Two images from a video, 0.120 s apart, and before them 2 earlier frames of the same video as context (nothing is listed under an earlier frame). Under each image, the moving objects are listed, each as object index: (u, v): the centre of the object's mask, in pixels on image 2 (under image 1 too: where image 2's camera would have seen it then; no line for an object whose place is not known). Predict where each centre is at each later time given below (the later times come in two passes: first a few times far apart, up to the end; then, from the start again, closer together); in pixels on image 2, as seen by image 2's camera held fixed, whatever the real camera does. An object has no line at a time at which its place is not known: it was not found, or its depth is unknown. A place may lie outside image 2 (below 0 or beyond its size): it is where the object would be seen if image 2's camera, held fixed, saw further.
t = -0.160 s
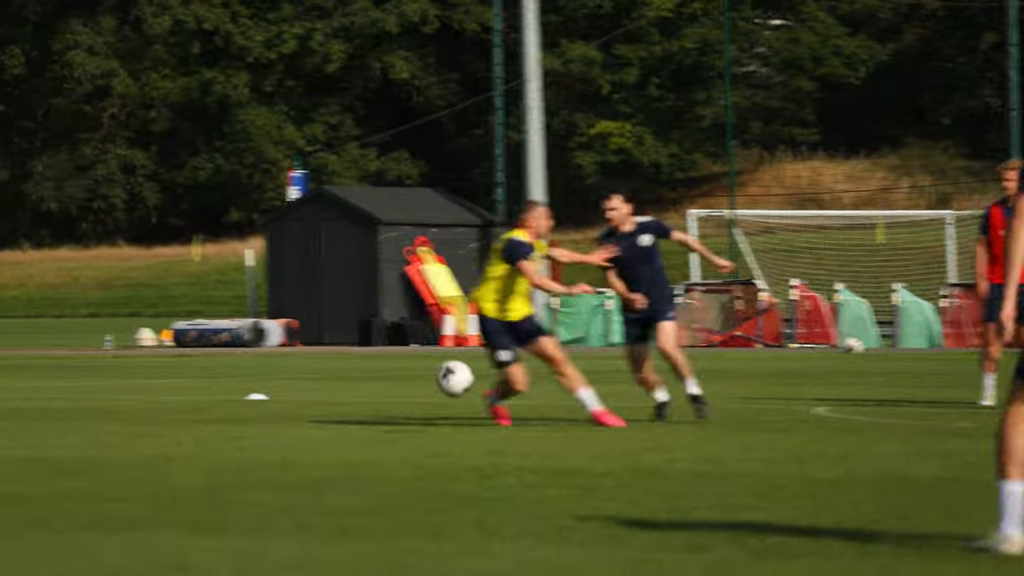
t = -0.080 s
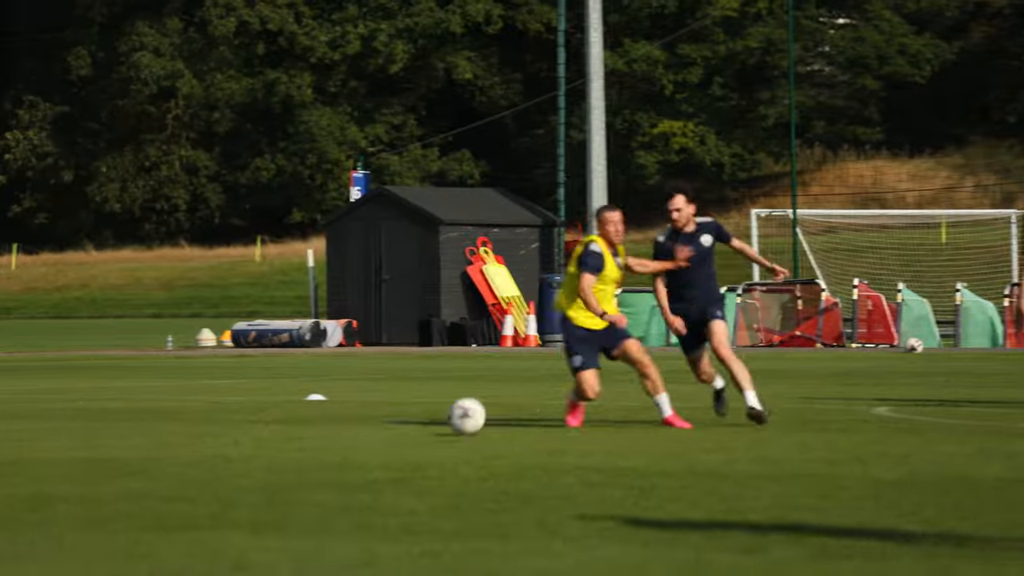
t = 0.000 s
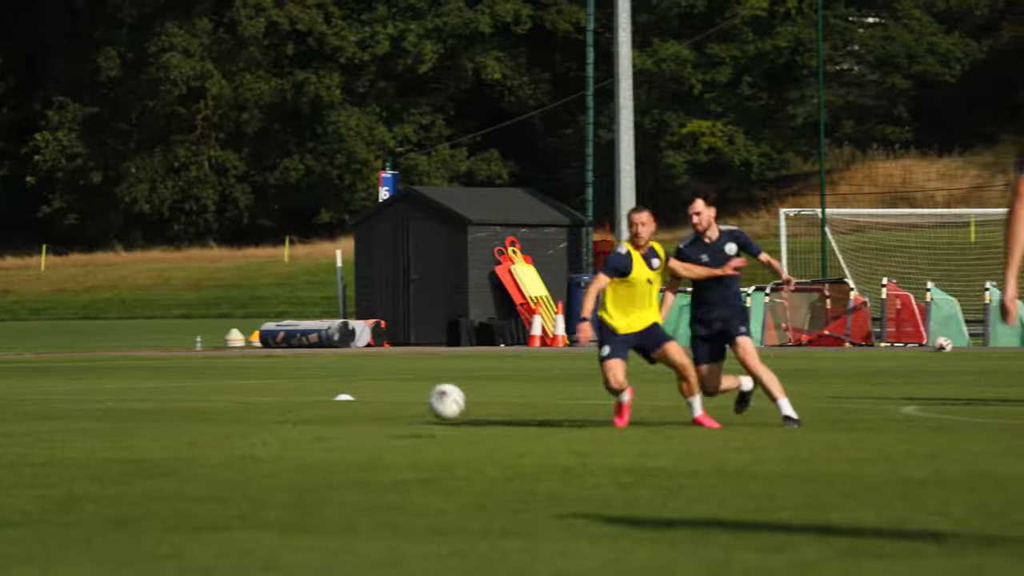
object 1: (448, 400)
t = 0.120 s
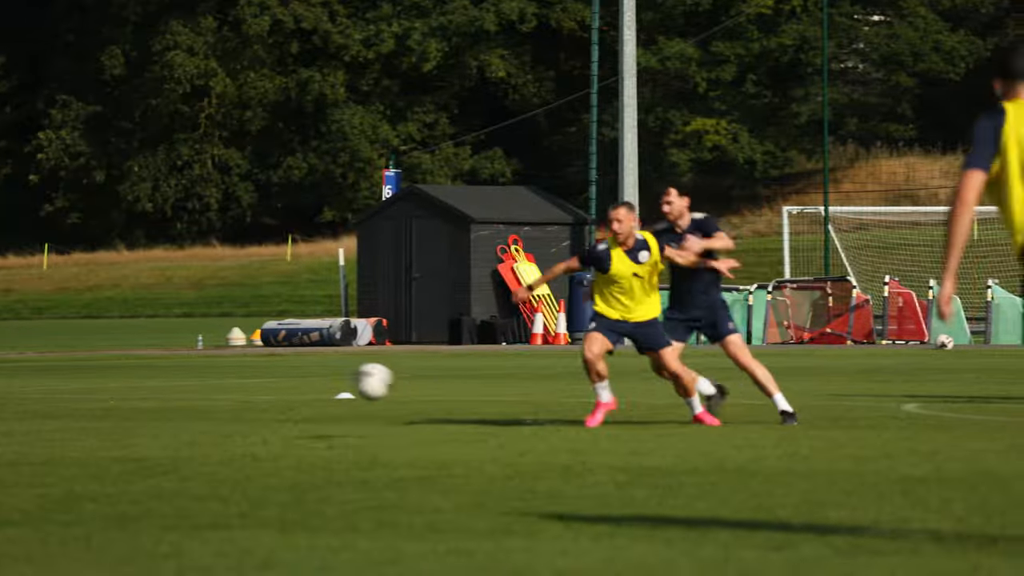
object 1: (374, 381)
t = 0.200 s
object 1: (322, 381)
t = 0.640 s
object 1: (30, 428)
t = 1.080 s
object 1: (-277, 450)
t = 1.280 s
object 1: (-420, 460)
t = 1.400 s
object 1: (-510, 465)
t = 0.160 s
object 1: (348, 380)
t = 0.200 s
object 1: (322, 381)
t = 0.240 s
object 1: (297, 386)
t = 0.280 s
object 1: (271, 393)
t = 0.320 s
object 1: (245, 403)
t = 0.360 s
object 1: (219, 415)
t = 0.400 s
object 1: (191, 429)
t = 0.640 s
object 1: (30, 428)
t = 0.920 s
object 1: (-164, 445)
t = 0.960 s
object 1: (-191, 446)
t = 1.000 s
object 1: (-219, 448)
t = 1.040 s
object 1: (-248, 450)
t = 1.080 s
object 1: (-277, 450)
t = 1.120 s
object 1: (-306, 453)
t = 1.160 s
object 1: (-335, 454)
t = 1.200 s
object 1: (-363, 456)
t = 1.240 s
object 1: (-391, 459)
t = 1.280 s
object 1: (-420, 460)
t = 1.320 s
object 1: (-451, 462)
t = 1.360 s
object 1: (-480, 464)
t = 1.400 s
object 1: (-510, 465)
